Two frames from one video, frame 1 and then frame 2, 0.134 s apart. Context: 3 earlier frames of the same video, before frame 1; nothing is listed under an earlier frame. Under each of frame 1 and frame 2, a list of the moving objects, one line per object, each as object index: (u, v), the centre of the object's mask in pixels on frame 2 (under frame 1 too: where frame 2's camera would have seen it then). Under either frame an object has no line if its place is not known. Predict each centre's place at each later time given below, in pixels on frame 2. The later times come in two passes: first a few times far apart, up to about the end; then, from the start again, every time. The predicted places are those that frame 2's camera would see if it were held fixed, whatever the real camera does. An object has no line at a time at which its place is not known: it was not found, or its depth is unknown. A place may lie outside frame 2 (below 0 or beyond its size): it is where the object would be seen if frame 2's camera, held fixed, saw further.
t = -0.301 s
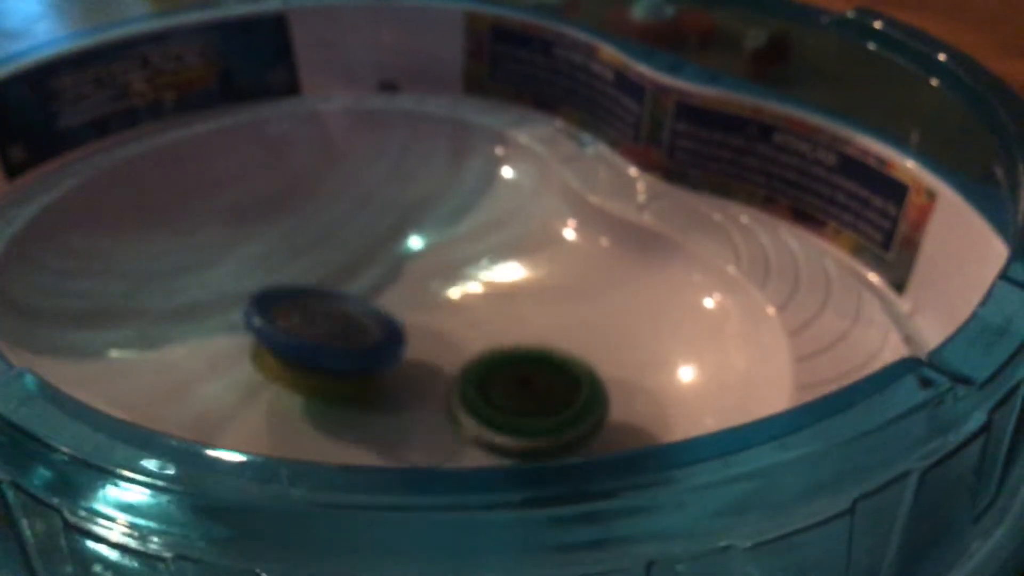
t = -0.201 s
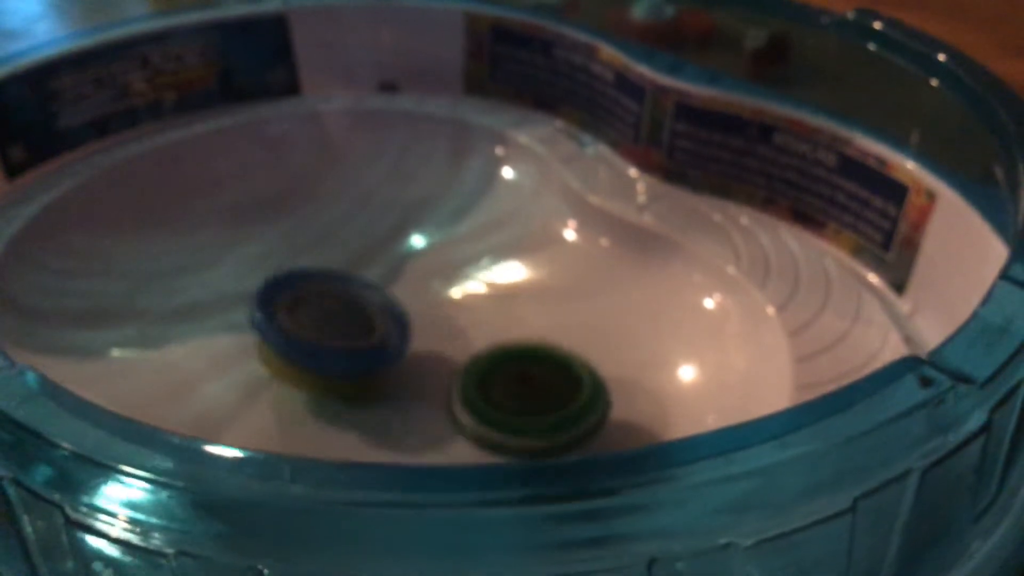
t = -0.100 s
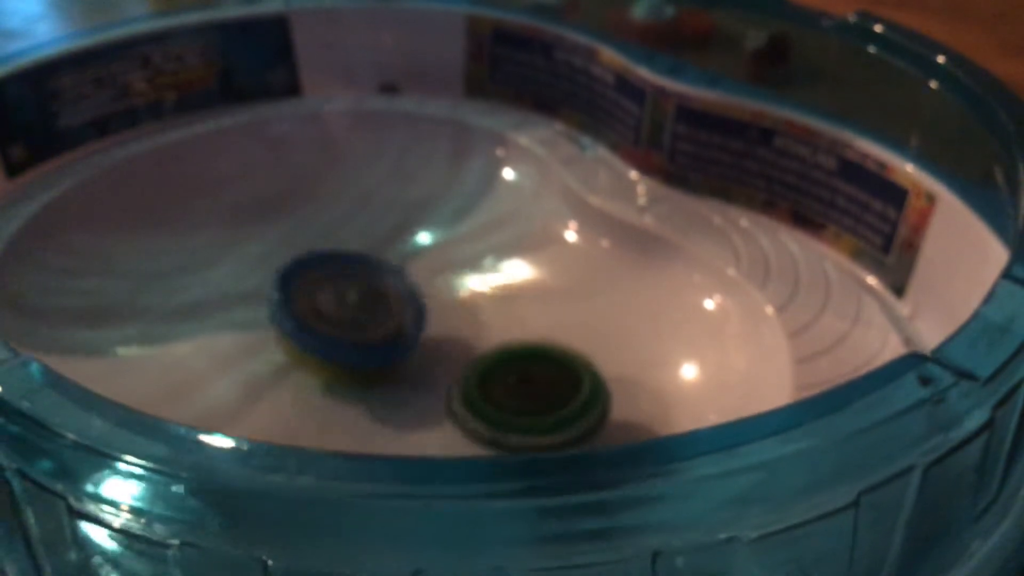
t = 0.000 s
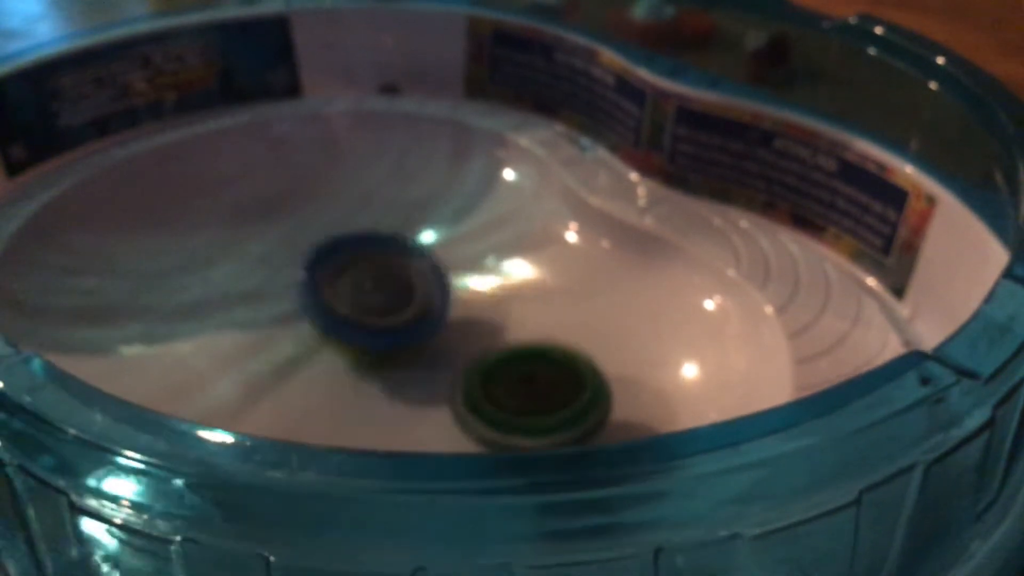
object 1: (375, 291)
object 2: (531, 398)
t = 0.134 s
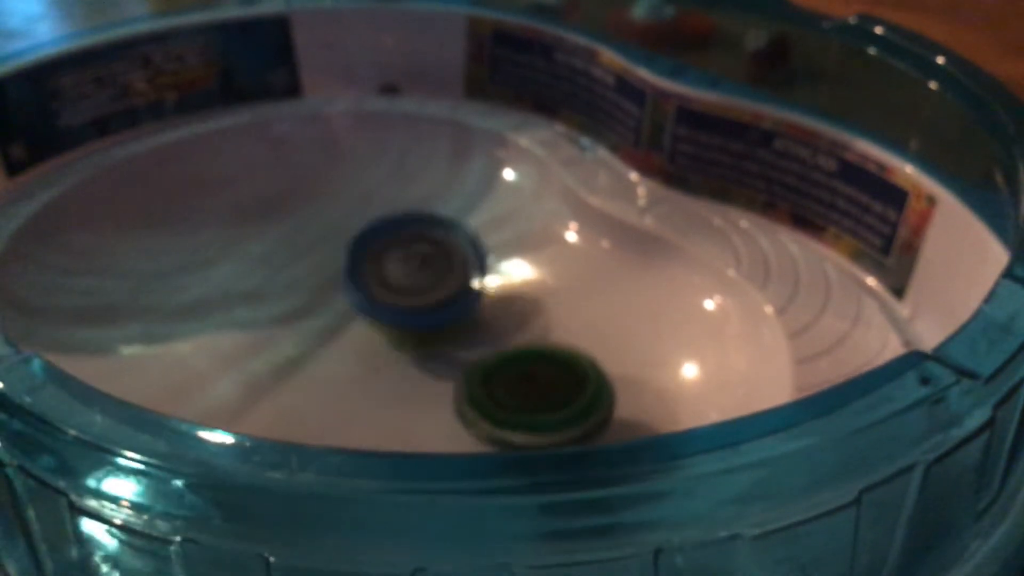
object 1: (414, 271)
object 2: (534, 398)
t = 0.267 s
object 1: (427, 269)
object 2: (531, 398)
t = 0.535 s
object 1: (405, 288)
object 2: (536, 396)
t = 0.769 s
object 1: (337, 314)
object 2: (535, 393)
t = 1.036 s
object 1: (333, 297)
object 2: (533, 391)
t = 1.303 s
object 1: (387, 257)
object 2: (530, 387)
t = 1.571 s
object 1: (396, 252)
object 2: (532, 387)
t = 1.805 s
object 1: (358, 262)
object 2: (533, 385)
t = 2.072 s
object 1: (303, 254)
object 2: (527, 383)
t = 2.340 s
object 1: (298, 239)
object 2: (523, 383)
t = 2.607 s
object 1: (326, 248)
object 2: (522, 385)
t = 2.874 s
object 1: (310, 269)
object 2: (521, 383)
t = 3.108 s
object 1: (287, 266)
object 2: (519, 384)
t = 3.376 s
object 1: (303, 250)
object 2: (514, 384)
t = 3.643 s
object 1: (338, 252)
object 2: (516, 385)
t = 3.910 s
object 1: (323, 262)
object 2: (513, 385)
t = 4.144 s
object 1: (303, 254)
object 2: (511, 385)
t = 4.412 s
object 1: (310, 246)
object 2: (512, 385)
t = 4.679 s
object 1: (321, 255)
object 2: (511, 387)
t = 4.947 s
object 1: (302, 259)
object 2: (511, 387)
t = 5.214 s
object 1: (304, 250)
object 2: (509, 388)
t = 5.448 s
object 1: (317, 254)
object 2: (508, 389)
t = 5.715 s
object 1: (307, 257)
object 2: (509, 390)
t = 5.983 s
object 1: (304, 250)
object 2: (508, 389)
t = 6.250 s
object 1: (314, 251)
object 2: (508, 390)
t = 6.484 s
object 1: (309, 253)
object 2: (507, 390)
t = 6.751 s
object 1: (303, 250)
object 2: (507, 390)
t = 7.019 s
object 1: (307, 253)
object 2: (508, 392)
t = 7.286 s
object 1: (300, 252)
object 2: (506, 392)
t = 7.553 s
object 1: (303, 252)
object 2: (502, 393)
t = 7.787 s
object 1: (304, 252)
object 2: (503, 391)
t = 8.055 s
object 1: (301, 251)
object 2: (507, 395)
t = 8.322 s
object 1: (298, 255)
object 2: (503, 396)
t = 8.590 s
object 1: (296, 252)
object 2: (510, 393)
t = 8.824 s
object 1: (295, 255)
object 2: (511, 395)
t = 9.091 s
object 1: (294, 256)
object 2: (510, 394)
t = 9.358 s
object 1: (295, 254)
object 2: (515, 393)
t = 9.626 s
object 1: (294, 255)
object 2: (512, 394)
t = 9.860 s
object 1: (298, 254)
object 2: (522, 391)
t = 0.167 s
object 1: (421, 269)
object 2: (533, 398)
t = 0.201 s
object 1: (426, 266)
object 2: (532, 397)
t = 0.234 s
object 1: (428, 267)
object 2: (531, 398)
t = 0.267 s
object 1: (427, 269)
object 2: (531, 398)
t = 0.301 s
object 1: (427, 270)
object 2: (532, 398)
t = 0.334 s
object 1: (425, 272)
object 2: (531, 398)
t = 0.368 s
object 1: (424, 272)
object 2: (531, 398)
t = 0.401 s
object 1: (422, 274)
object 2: (533, 397)
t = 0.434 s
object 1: (420, 276)
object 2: (531, 395)
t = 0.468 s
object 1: (418, 279)
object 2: (533, 396)
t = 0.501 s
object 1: (411, 284)
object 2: (535, 397)
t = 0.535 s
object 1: (405, 288)
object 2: (536, 396)
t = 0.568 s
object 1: (396, 294)
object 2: (536, 394)
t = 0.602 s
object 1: (388, 298)
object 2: (535, 394)
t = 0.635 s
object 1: (377, 304)
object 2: (534, 394)
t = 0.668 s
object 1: (366, 309)
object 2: (536, 393)
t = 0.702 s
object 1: (354, 311)
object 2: (535, 393)
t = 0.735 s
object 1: (344, 314)
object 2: (534, 393)
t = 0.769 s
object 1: (337, 314)
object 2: (535, 393)
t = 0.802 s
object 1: (332, 314)
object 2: (536, 393)
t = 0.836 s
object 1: (329, 311)
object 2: (537, 392)
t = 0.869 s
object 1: (328, 310)
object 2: (536, 392)
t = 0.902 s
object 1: (328, 308)
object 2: (536, 392)
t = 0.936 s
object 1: (329, 306)
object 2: (537, 391)
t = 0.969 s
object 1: (330, 303)
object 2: (535, 391)
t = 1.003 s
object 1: (333, 301)
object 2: (533, 391)
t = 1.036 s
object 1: (333, 297)
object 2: (533, 391)
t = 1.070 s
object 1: (336, 293)
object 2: (531, 392)
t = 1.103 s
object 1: (341, 289)
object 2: (529, 391)
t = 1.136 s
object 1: (346, 283)
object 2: (528, 391)
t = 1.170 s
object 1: (353, 278)
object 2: (528, 390)
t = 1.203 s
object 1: (361, 274)
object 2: (528, 389)
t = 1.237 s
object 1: (370, 268)
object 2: (528, 390)
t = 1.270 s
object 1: (378, 262)
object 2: (528, 389)
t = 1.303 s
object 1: (387, 257)
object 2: (530, 387)
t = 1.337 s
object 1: (394, 253)
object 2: (530, 387)
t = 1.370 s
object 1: (399, 250)
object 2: (530, 387)
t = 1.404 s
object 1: (403, 249)
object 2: (531, 387)
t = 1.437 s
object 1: (404, 249)
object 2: (531, 387)
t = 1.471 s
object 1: (403, 251)
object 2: (530, 386)
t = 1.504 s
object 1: (400, 253)
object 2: (530, 387)
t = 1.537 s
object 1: (398, 253)
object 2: (531, 387)
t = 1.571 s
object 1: (396, 252)
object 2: (532, 387)
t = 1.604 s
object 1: (394, 251)
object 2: (531, 387)
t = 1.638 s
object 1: (390, 253)
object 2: (532, 387)
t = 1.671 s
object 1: (388, 253)
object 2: (534, 386)
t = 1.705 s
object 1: (382, 256)
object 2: (534, 386)
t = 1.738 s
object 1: (376, 258)
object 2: (533, 385)
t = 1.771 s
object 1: (367, 259)
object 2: (534, 385)
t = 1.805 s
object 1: (358, 262)
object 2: (533, 385)
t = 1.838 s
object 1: (350, 262)
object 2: (531, 385)
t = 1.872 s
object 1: (340, 265)
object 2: (529, 386)
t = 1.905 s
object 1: (333, 265)
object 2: (529, 386)
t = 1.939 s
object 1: (325, 264)
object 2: (528, 385)
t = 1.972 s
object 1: (318, 263)
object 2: (527, 385)
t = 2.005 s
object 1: (310, 260)
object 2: (527, 385)
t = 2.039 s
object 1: (305, 257)
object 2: (527, 383)
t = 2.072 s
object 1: (303, 254)
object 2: (527, 383)
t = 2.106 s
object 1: (299, 250)
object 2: (527, 383)
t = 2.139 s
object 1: (294, 246)
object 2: (528, 383)
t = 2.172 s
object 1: (294, 243)
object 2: (526, 381)
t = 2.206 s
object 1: (291, 241)
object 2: (526, 383)
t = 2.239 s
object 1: (292, 240)
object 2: (525, 383)
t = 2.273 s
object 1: (294, 239)
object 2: (525, 382)
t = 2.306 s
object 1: (296, 238)
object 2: (525, 382)
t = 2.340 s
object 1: (298, 239)
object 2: (523, 383)
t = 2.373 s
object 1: (299, 240)
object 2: (523, 383)
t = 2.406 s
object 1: (301, 240)
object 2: (524, 383)
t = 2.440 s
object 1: (305, 240)
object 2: (523, 385)
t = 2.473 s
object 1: (309, 242)
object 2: (523, 384)
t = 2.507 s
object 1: (314, 242)
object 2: (525, 384)
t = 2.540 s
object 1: (318, 245)
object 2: (522, 383)
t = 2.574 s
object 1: (322, 246)
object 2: (522, 384)
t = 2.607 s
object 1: (326, 248)
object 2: (522, 385)
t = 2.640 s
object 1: (328, 251)
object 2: (521, 383)
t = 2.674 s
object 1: (328, 254)
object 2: (520, 384)
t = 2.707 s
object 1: (327, 257)
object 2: (520, 385)
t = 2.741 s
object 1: (325, 260)
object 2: (519, 385)
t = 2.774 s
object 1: (322, 263)
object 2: (520, 384)
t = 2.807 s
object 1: (319, 266)
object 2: (518, 383)
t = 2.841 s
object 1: (315, 268)
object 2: (520, 383)
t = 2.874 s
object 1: (310, 269)
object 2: (521, 383)
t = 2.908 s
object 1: (304, 271)
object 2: (520, 383)
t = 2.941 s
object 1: (300, 271)
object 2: (520, 383)
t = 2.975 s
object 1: (296, 271)
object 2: (522, 383)
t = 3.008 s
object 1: (293, 271)
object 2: (520, 384)
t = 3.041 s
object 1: (291, 269)
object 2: (519, 381)
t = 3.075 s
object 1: (287, 267)
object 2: (521, 383)
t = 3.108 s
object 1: (287, 266)
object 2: (519, 384)
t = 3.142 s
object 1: (288, 264)
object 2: (518, 384)
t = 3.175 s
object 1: (286, 262)
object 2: (517, 383)
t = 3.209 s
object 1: (289, 260)
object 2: (516, 383)
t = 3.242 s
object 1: (290, 258)
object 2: (515, 383)
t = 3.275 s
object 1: (292, 255)
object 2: (515, 384)
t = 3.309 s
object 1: (297, 253)
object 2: (515, 383)
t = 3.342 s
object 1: (299, 251)
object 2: (515, 383)
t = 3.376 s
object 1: (303, 250)
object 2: (514, 384)
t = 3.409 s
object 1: (308, 249)
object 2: (514, 383)
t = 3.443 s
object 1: (312, 248)
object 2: (515, 384)
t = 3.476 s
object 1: (318, 247)
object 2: (514, 385)
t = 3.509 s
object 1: (322, 248)
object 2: (514, 385)
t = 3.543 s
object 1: (327, 248)
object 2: (515, 384)
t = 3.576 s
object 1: (333, 248)
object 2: (514, 385)
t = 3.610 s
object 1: (335, 251)
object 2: (514, 386)
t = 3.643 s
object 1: (338, 252)
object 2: (516, 385)
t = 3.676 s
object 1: (339, 253)
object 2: (514, 386)
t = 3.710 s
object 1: (339, 255)
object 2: (513, 386)
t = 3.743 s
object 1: (340, 257)
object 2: (514, 386)
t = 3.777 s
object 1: (338, 258)
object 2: (512, 385)
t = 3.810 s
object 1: (334, 260)
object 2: (512, 386)
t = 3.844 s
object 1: (331, 261)
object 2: (514, 387)
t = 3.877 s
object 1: (328, 262)
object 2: (513, 385)
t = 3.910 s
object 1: (323, 262)
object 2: (513, 385)
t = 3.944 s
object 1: (318, 261)
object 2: (514, 385)
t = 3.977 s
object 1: (315, 261)
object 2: (514, 386)
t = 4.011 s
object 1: (311, 260)
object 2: (513, 384)
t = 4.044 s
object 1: (309, 259)
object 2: (512, 384)
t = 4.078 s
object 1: (304, 257)
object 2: (512, 384)
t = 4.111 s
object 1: (303, 257)
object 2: (512, 385)
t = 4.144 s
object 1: (303, 254)
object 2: (511, 385)
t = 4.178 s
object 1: (299, 252)
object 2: (512, 385)
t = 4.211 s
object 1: (301, 251)
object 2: (512, 384)
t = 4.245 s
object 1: (301, 248)
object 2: (512, 387)
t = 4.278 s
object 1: (302, 247)
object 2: (511, 386)
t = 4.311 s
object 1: (304, 247)
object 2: (513, 386)
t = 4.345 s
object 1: (305, 247)
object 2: (511, 386)
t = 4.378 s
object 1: (307, 246)
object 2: (511, 387)
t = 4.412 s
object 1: (310, 246)
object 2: (512, 385)
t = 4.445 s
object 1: (312, 248)
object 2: (511, 387)
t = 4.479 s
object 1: (315, 247)
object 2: (510, 387)
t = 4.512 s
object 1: (318, 248)
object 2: (512, 387)
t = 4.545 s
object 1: (318, 250)
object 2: (510, 387)
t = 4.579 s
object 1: (321, 251)
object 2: (510, 387)
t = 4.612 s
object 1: (322, 252)
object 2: (512, 387)
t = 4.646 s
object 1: (321, 254)
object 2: (511, 387)
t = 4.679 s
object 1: (321, 255)
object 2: (511, 387)
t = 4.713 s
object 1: (320, 256)
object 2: (512, 387)
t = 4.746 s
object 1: (316, 258)
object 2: (511, 387)
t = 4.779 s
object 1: (315, 260)
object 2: (510, 387)
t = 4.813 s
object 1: (311, 260)
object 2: (511, 387)
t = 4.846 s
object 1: (309, 260)
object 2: (511, 387)
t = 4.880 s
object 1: (307, 260)
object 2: (511, 387)
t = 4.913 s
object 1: (304, 259)
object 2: (513, 387)
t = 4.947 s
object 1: (302, 259)
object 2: (511, 387)
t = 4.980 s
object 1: (302, 258)
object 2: (510, 387)
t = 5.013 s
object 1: (300, 255)
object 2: (511, 388)
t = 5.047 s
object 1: (298, 254)
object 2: (509, 387)
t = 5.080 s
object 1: (300, 253)
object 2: (509, 387)
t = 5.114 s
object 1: (300, 252)
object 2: (510, 387)
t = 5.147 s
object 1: (301, 251)
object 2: (510, 387)
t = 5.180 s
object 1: (302, 250)
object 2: (509, 387)
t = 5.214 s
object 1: (304, 250)
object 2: (509, 388)
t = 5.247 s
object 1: (305, 250)
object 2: (508, 387)
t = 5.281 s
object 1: (309, 249)
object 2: (507, 387)
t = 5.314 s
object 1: (311, 250)
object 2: (507, 388)
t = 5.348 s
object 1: (313, 251)
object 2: (508, 387)
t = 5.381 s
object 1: (316, 250)
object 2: (508, 388)
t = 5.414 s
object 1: (317, 252)
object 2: (507, 389)
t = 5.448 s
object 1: (317, 254)
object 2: (508, 389)
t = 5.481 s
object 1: (319, 254)
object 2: (508, 389)
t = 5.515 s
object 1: (318, 255)
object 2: (508, 390)
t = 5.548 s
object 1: (316, 255)
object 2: (508, 389)
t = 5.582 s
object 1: (315, 255)
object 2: (509, 389)
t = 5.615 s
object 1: (313, 256)
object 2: (508, 390)
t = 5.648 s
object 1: (311, 257)
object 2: (509, 389)
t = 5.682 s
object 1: (309, 257)
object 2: (509, 389)
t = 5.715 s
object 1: (307, 257)
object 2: (509, 390)
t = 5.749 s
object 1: (306, 257)
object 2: (509, 389)
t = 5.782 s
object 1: (304, 255)
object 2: (509, 388)
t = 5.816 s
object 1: (302, 254)
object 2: (509, 389)
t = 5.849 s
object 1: (302, 253)
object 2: (509, 388)
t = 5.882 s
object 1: (303, 252)
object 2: (509, 388)
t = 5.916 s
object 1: (303, 251)
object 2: (508, 389)
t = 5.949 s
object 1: (303, 250)
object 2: (508, 389)
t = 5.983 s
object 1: (304, 250)
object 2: (508, 389)
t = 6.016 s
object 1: (306, 250)
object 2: (507, 390)
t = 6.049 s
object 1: (306, 250)
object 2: (508, 389)
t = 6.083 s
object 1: (309, 248)
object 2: (508, 389)
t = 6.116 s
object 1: (311, 248)
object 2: (507, 390)
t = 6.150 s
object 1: (312, 248)
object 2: (508, 390)
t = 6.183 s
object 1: (313, 250)
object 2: (509, 390)
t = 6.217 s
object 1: (314, 250)
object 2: (508, 391)
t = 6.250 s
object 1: (314, 251)
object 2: (508, 390)
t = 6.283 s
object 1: (316, 250)
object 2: (508, 390)
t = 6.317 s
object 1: (316, 252)
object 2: (508, 390)
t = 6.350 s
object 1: (314, 253)
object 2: (508, 390)
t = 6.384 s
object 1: (313, 253)
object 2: (508, 390)
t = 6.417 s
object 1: (311, 253)
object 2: (507, 391)
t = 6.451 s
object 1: (309, 254)
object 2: (508, 390)
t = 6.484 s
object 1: (309, 253)
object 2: (507, 390)
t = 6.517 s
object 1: (307, 252)
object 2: (507, 391)
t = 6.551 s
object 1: (303, 251)
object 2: (507, 391)
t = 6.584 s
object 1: (301, 252)
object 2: (507, 390)
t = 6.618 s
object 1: (302, 251)
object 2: (507, 391)
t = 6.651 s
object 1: (301, 250)
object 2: (508, 390)
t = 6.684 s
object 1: (301, 249)
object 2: (508, 390)
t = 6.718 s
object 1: (304, 249)
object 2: (508, 391)
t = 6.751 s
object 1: (303, 250)
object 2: (507, 390)
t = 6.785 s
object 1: (303, 250)
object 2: (506, 390)
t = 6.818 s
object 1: (303, 250)
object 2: (507, 391)
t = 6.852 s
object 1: (303, 251)
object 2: (507, 391)
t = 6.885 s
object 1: (304, 252)
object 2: (506, 391)
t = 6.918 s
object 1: (306, 252)
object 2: (507, 391)
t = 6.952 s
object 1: (308, 252)
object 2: (507, 391)
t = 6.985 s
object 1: (308, 253)
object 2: (506, 391)
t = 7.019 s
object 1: (307, 253)
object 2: (508, 392)
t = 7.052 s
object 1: (308, 253)
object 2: (507, 391)
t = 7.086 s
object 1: (307, 254)
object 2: (506, 391)
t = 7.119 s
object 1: (306, 255)
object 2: (508, 391)
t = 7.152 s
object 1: (305, 254)
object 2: (507, 391)
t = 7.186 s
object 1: (304, 253)
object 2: (507, 391)
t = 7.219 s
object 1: (305, 252)
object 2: (509, 392)
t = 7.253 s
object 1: (303, 252)
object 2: (507, 392)
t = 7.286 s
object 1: (300, 252)
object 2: (506, 392)
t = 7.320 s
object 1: (299, 252)
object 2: (508, 392)
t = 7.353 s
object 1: (302, 251)
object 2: (506, 392)
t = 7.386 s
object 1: (302, 251)
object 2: (506, 392)
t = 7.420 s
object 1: (302, 251)
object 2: (509, 392)
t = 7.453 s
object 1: (302, 250)
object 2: (506, 395)
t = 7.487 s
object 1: (303, 251)
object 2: (503, 395)
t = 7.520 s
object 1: (303, 252)
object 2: (503, 393)
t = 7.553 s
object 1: (303, 252)
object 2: (502, 393)
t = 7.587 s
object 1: (304, 252)
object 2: (504, 392)
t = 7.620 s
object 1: (304, 252)
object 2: (505, 392)
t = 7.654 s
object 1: (303, 254)
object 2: (503, 394)
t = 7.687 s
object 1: (304, 254)
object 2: (502, 394)
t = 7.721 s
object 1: (304, 253)
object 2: (501, 392)
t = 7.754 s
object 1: (304, 254)
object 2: (501, 392)
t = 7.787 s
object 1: (304, 252)
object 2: (503, 391)
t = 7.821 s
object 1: (303, 252)
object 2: (504, 391)
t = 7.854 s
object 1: (303, 253)
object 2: (506, 393)
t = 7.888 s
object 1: (302, 252)
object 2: (505, 393)
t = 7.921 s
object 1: (302, 252)
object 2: (503, 393)
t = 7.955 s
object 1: (299, 251)
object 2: (505, 393)
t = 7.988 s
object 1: (298, 251)
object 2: (506, 393)
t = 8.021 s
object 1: (298, 250)
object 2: (505, 393)
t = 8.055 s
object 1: (301, 251)
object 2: (507, 395)
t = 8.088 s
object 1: (301, 251)
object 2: (505, 396)
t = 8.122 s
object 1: (300, 252)
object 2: (503, 396)
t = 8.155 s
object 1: (298, 252)
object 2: (505, 396)
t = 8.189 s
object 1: (298, 253)
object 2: (504, 396)
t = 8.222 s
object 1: (298, 253)
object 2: (504, 396)
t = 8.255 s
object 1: (297, 255)
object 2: (506, 396)
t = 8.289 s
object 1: (294, 256)
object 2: (503, 396)
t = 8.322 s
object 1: (298, 255)
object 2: (503, 396)
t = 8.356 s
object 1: (299, 255)
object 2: (503, 394)
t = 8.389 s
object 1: (298, 254)
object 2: (503, 393)
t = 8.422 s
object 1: (298, 254)
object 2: (507, 393)
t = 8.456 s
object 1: (295, 253)
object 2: (510, 393)
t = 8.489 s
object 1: (295, 253)
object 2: (509, 394)
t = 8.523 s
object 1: (294, 253)
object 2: (510, 394)
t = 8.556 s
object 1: (294, 253)
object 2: (509, 393)
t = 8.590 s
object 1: (296, 252)
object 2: (510, 393)
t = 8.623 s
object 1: (296, 251)
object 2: (511, 392)
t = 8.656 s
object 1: (297, 253)
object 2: (511, 393)
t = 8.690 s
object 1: (299, 253)
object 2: (514, 394)
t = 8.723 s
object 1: (298, 253)
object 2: (513, 394)
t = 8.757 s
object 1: (296, 253)
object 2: (512, 395)
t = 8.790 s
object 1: (296, 254)
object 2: (514, 395)
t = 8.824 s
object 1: (295, 255)
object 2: (511, 395)
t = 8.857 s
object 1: (294, 257)
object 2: (511, 396)
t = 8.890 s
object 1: (295, 258)
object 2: (511, 396)
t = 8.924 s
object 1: (296, 254)
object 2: (507, 396)
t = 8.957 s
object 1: (297, 255)
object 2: (508, 395)
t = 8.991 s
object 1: (296, 254)
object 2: (511, 394)
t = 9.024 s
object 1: (292, 256)
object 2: (511, 395)
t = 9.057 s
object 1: (295, 256)
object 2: (511, 394)
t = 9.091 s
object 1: (294, 256)
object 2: (510, 394)
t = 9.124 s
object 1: (295, 255)
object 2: (510, 394)
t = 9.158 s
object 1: (296, 254)
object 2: (511, 392)
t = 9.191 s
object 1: (297, 253)
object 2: (514, 392)
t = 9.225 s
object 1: (298, 253)
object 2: (516, 392)
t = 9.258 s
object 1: (302, 253)
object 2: (515, 393)
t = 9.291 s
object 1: (301, 254)
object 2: (514, 393)
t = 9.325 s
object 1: (296, 253)
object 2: (517, 392)
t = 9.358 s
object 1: (295, 254)
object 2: (515, 393)
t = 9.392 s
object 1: (295, 254)
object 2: (517, 394)
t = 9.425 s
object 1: (294, 257)
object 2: (518, 393)
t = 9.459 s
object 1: (294, 258)
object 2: (518, 395)
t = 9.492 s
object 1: (295, 258)
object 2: (517, 393)
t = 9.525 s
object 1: (296, 254)
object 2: (515, 393)
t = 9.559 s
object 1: (297, 255)
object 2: (517, 394)
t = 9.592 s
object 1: (297, 256)
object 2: (515, 394)
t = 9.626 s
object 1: (294, 255)
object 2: (512, 394)
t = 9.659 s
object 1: (294, 253)
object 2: (515, 393)
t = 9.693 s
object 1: (296, 253)
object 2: (515, 393)
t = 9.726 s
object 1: (297, 253)
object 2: (517, 392)
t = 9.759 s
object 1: (297, 251)
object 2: (516, 393)
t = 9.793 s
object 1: (300, 253)
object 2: (517, 392)
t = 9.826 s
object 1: (301, 253)
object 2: (517, 390)
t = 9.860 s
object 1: (298, 254)
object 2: (522, 391)
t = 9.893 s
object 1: (296, 254)
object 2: (523, 391)
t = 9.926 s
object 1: (295, 254)
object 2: (522, 392)
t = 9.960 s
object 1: (294, 255)
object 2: (523, 393)
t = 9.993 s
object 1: (290, 258)
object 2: (520, 393)
